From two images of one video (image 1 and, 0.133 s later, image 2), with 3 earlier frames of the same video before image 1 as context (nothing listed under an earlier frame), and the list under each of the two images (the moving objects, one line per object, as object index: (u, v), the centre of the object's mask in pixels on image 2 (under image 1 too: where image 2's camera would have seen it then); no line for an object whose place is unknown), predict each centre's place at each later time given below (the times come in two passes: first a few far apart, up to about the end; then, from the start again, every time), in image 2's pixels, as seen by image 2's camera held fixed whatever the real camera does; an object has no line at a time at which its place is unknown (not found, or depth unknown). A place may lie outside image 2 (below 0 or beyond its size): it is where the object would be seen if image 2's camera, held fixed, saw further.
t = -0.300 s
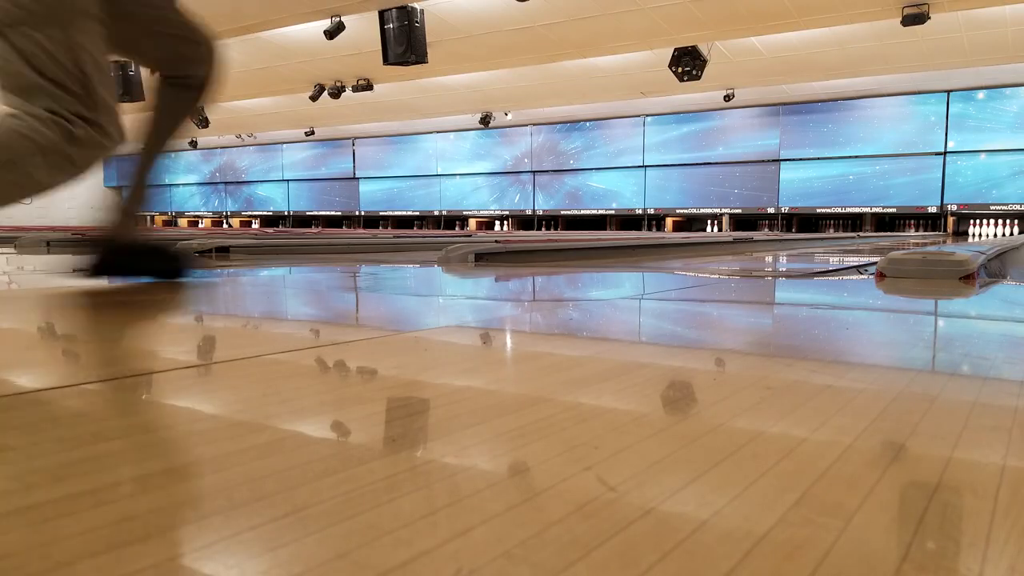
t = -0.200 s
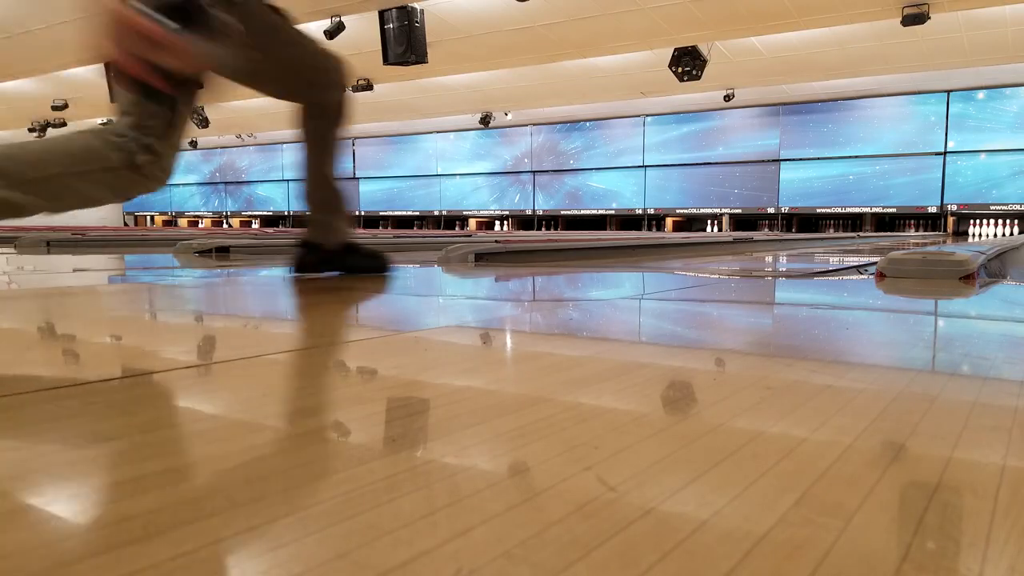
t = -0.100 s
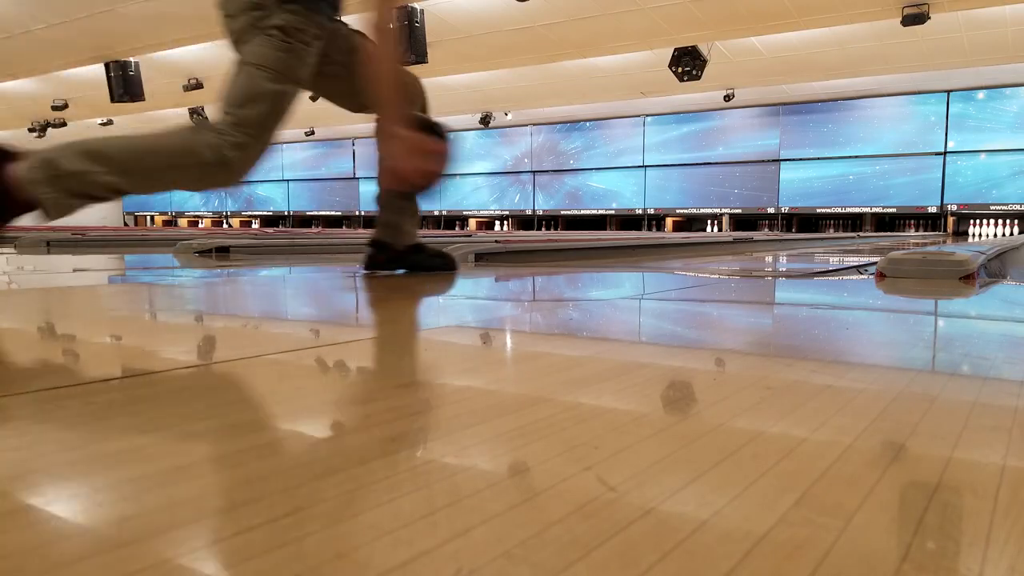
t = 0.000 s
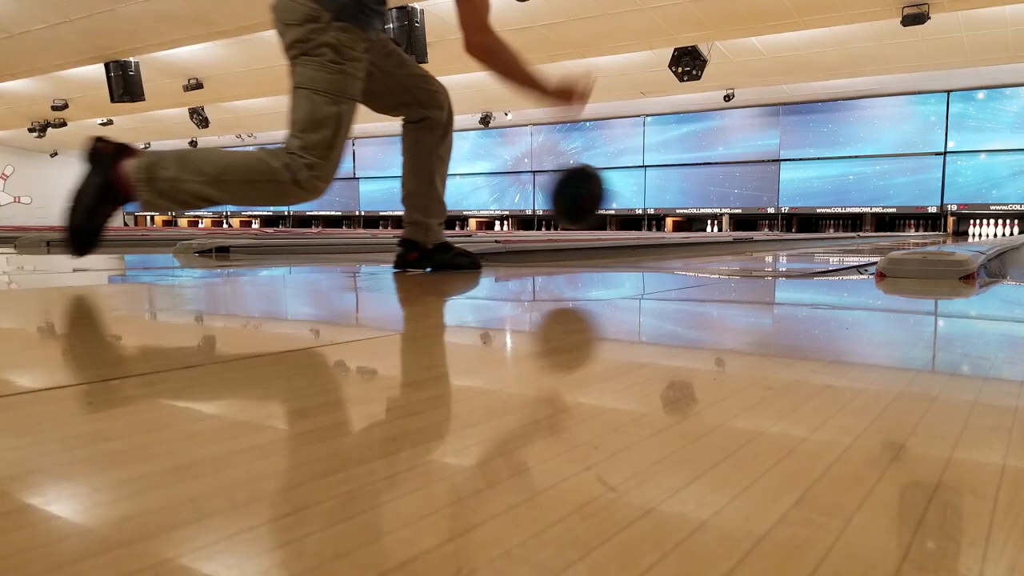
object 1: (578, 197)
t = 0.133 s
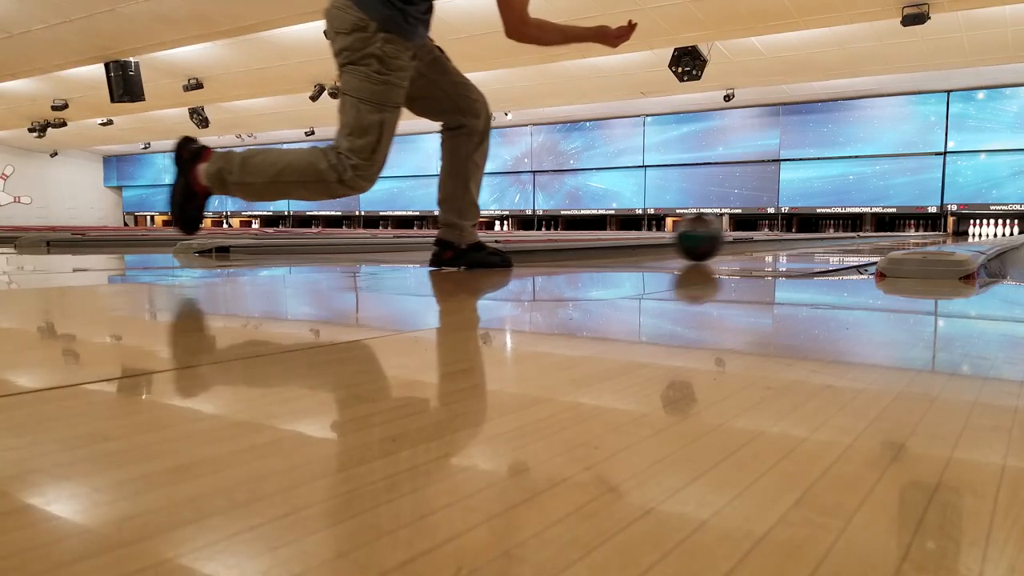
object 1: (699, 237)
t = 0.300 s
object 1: (792, 234)
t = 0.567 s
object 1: (874, 233)
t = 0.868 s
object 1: (925, 232)
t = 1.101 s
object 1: (949, 233)
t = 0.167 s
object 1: (722, 233)
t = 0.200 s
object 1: (742, 234)
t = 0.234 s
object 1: (760, 235)
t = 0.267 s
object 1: (777, 234)
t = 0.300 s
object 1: (792, 234)
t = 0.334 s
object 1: (805, 234)
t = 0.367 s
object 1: (817, 234)
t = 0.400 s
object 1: (828, 234)
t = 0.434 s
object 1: (840, 234)
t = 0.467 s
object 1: (849, 233)
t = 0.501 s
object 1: (858, 233)
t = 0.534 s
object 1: (867, 233)
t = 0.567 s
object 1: (874, 233)
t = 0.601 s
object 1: (881, 233)
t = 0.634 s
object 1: (888, 233)
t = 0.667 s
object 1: (894, 233)
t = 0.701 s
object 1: (900, 233)
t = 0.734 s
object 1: (905, 233)
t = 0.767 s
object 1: (910, 233)
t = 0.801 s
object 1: (916, 233)
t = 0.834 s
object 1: (921, 233)
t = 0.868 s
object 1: (925, 232)
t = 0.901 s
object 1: (928, 233)
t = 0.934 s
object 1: (932, 233)
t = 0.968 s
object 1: (937, 233)
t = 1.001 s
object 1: (940, 233)
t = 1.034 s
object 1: (943, 232)
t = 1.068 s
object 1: (946, 233)
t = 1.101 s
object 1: (949, 233)
